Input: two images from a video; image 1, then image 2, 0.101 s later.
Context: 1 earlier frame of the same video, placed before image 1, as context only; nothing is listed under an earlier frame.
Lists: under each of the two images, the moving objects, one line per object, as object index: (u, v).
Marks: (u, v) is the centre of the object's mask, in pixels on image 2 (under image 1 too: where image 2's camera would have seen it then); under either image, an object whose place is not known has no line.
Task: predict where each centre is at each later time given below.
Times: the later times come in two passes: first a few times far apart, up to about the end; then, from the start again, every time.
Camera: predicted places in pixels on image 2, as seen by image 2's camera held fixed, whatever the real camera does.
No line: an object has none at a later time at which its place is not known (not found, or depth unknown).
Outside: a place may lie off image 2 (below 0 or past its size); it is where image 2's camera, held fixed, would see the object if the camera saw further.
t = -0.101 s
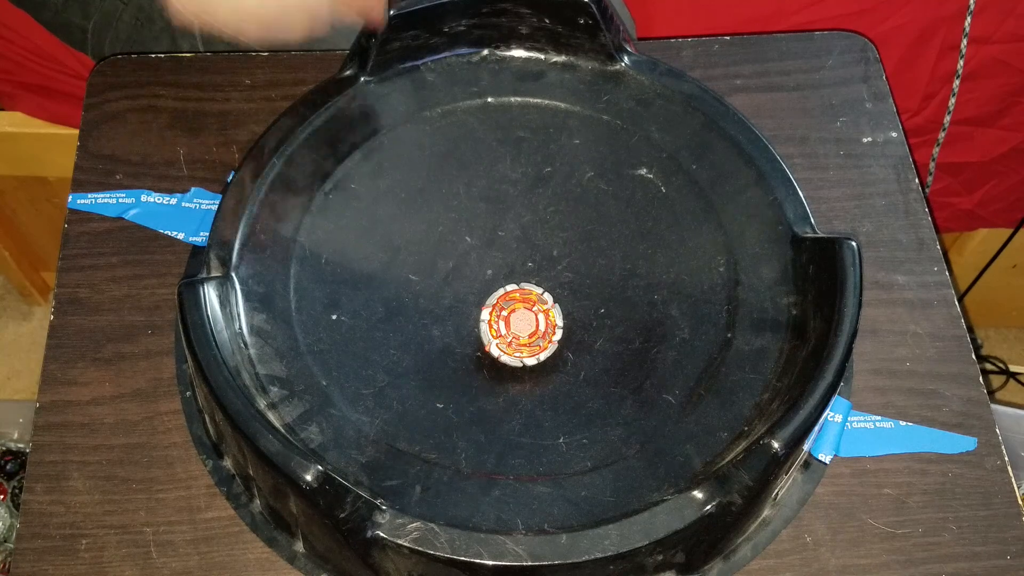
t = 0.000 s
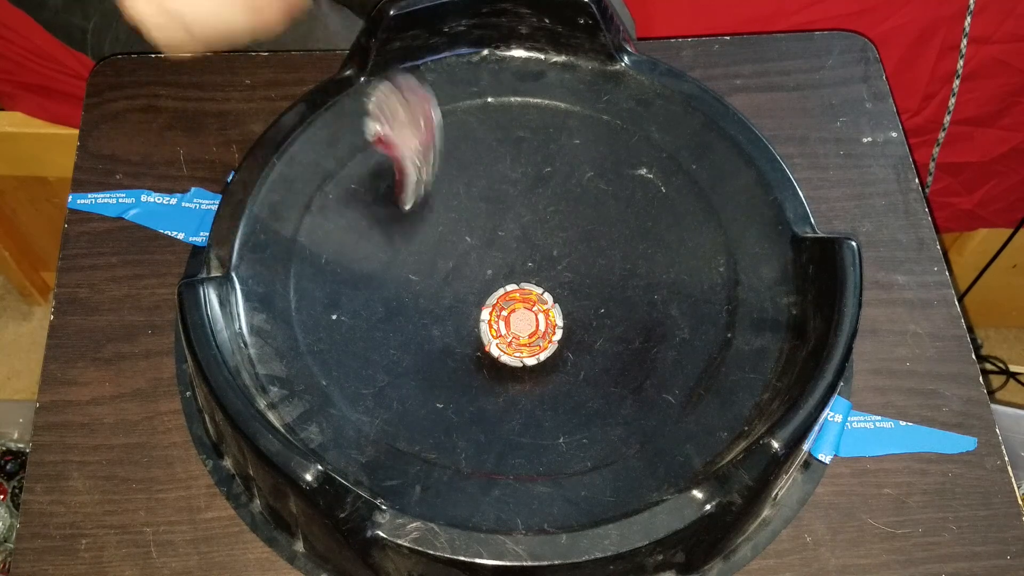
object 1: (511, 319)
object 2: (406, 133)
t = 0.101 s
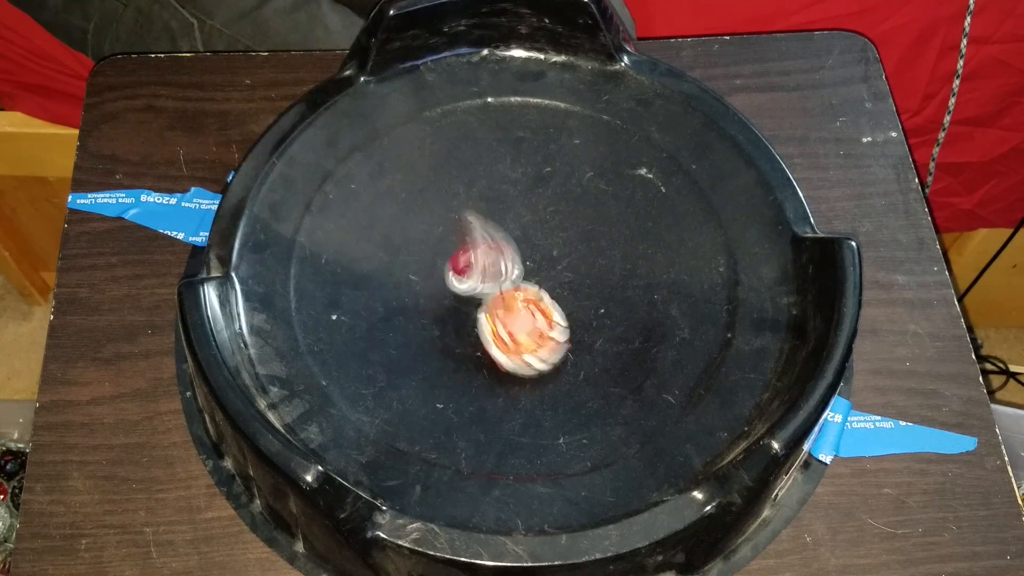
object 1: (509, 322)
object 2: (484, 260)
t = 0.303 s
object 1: (564, 368)
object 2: (523, 270)
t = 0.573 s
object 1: (561, 347)
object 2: (522, 271)
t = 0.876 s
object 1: (542, 336)
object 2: (521, 271)
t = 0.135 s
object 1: (531, 342)
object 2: (486, 268)
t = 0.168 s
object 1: (543, 356)
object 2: (490, 270)
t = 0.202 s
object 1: (550, 368)
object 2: (497, 275)
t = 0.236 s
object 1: (555, 371)
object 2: (509, 271)
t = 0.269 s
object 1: (560, 370)
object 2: (517, 271)
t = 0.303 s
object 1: (564, 368)
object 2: (523, 270)
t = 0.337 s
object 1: (569, 365)
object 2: (525, 270)
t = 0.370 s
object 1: (574, 360)
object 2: (524, 271)
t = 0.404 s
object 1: (575, 356)
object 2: (522, 272)
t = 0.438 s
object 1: (576, 352)
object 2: (522, 272)
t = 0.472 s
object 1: (574, 350)
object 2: (521, 271)
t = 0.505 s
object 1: (571, 349)
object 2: (521, 271)
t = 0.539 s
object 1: (566, 347)
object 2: (521, 271)
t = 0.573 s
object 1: (561, 347)
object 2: (522, 271)
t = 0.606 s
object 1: (554, 347)
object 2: (522, 271)
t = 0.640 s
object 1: (549, 347)
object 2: (521, 271)
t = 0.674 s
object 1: (547, 348)
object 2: (521, 271)
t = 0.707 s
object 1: (537, 347)
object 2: (521, 271)
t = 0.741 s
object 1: (537, 345)
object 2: (521, 271)
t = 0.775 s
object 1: (539, 341)
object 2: (522, 271)
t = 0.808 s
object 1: (540, 339)
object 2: (522, 271)
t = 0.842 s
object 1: (541, 338)
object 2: (521, 271)
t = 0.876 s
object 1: (542, 336)
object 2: (521, 271)
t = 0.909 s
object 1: (545, 333)
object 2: (521, 271)
